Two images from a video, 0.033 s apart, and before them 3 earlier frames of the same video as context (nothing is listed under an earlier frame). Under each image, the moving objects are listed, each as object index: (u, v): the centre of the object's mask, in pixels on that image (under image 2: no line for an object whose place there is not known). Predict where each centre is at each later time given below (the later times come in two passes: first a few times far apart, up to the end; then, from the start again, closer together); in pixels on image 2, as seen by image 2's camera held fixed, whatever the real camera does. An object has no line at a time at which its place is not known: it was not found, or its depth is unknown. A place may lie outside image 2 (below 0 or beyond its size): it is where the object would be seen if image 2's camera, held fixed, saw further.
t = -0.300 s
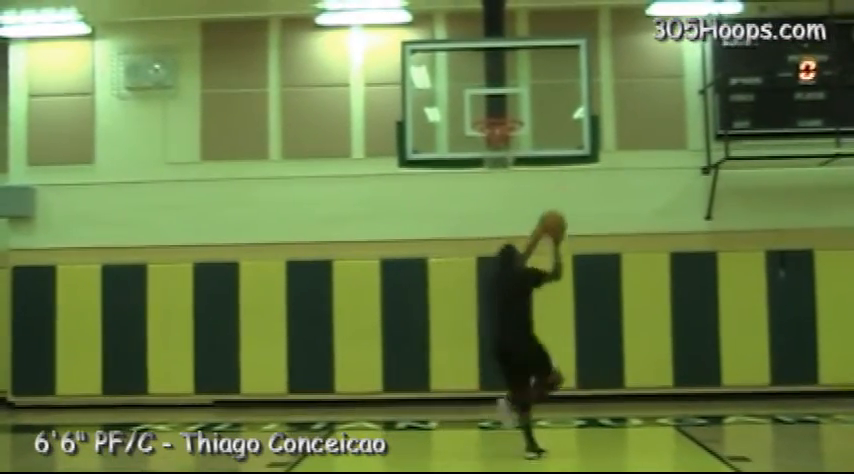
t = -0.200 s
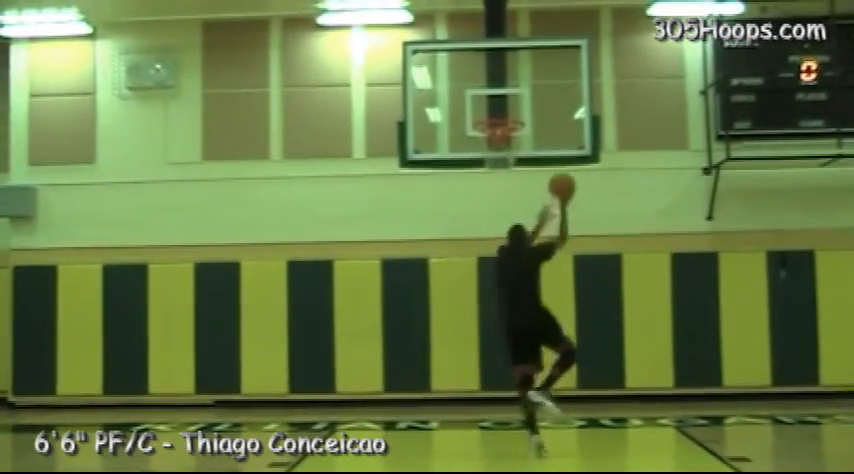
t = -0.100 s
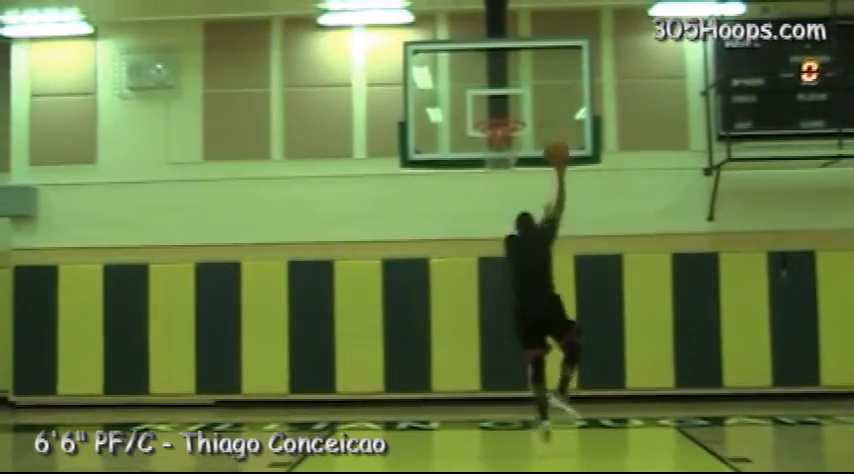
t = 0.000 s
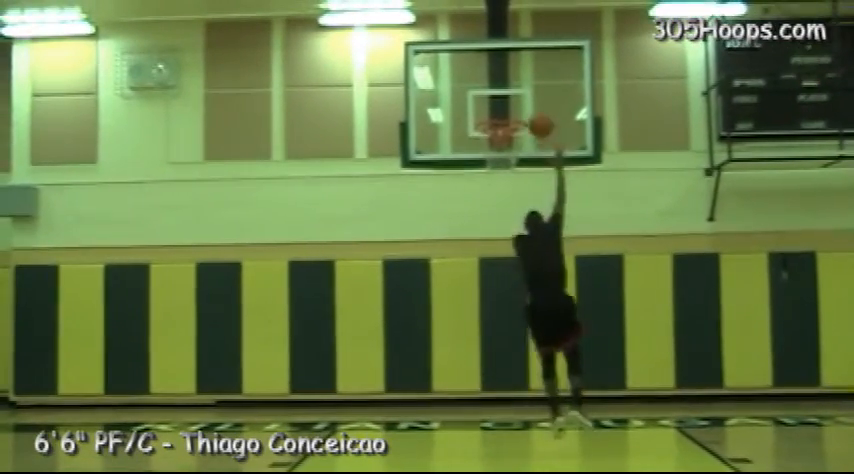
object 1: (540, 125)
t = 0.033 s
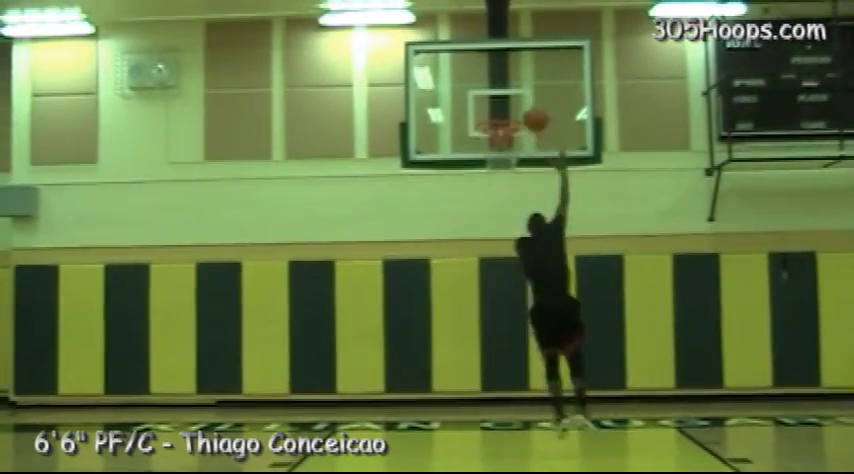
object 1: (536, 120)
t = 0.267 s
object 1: (515, 108)
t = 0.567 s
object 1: (496, 166)
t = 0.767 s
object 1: (493, 223)
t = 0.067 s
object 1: (530, 114)
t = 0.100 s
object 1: (527, 111)
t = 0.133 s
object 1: (524, 108)
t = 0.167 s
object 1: (522, 107)
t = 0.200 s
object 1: (519, 106)
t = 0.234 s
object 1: (517, 107)
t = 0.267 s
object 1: (515, 108)
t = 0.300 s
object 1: (512, 108)
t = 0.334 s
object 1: (509, 113)
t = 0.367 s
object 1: (505, 119)
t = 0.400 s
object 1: (503, 122)
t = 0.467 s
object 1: (499, 142)
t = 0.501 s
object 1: (499, 145)
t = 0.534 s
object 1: (498, 151)
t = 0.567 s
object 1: (496, 166)
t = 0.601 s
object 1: (495, 170)
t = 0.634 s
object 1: (495, 178)
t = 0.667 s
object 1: (495, 188)
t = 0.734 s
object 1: (494, 210)
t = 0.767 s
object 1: (493, 223)
